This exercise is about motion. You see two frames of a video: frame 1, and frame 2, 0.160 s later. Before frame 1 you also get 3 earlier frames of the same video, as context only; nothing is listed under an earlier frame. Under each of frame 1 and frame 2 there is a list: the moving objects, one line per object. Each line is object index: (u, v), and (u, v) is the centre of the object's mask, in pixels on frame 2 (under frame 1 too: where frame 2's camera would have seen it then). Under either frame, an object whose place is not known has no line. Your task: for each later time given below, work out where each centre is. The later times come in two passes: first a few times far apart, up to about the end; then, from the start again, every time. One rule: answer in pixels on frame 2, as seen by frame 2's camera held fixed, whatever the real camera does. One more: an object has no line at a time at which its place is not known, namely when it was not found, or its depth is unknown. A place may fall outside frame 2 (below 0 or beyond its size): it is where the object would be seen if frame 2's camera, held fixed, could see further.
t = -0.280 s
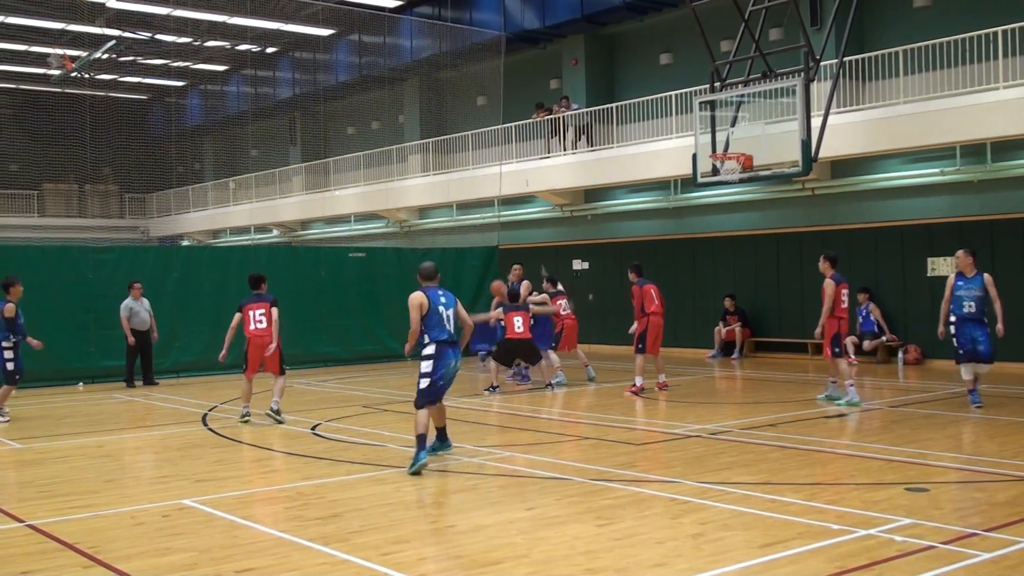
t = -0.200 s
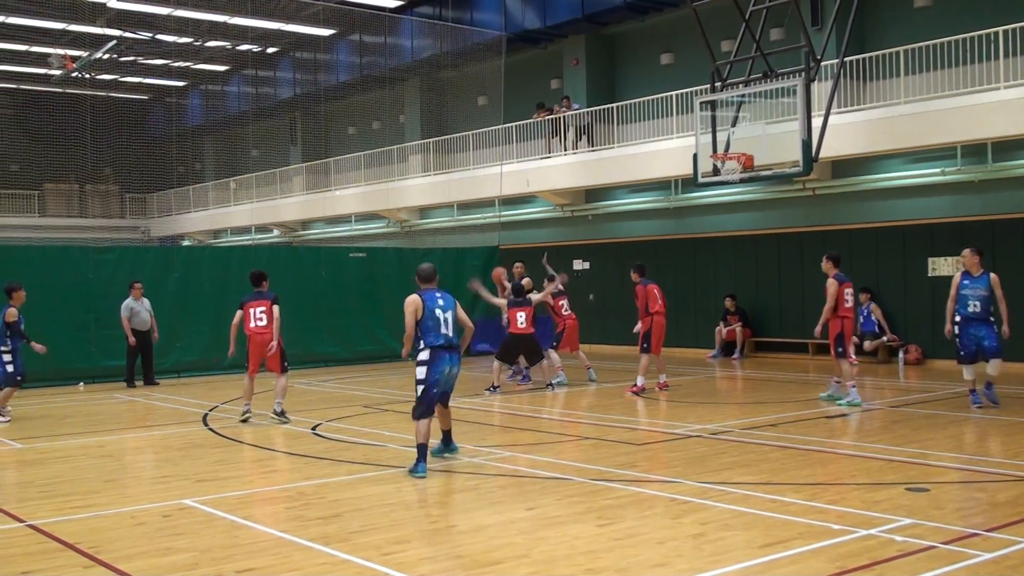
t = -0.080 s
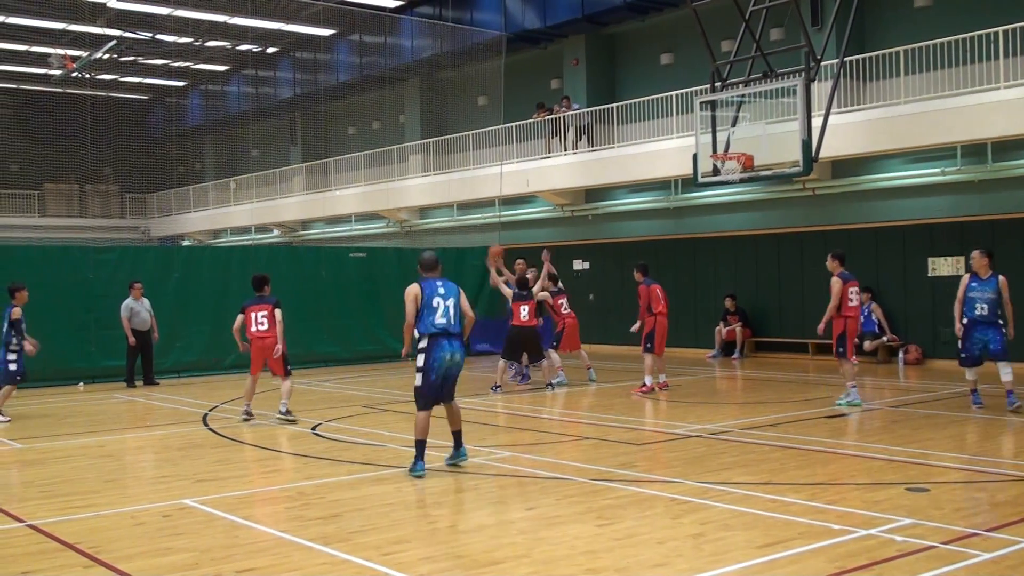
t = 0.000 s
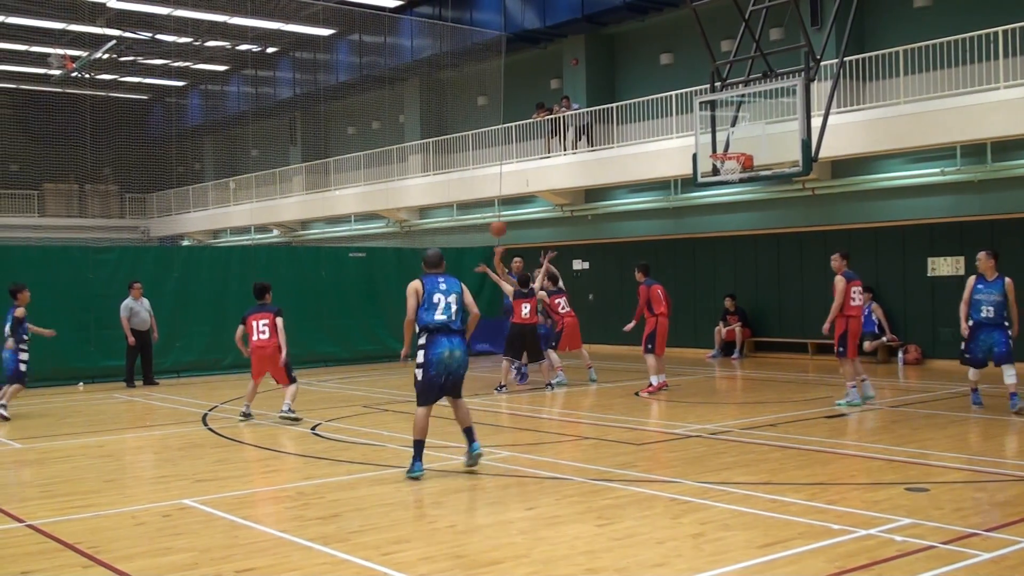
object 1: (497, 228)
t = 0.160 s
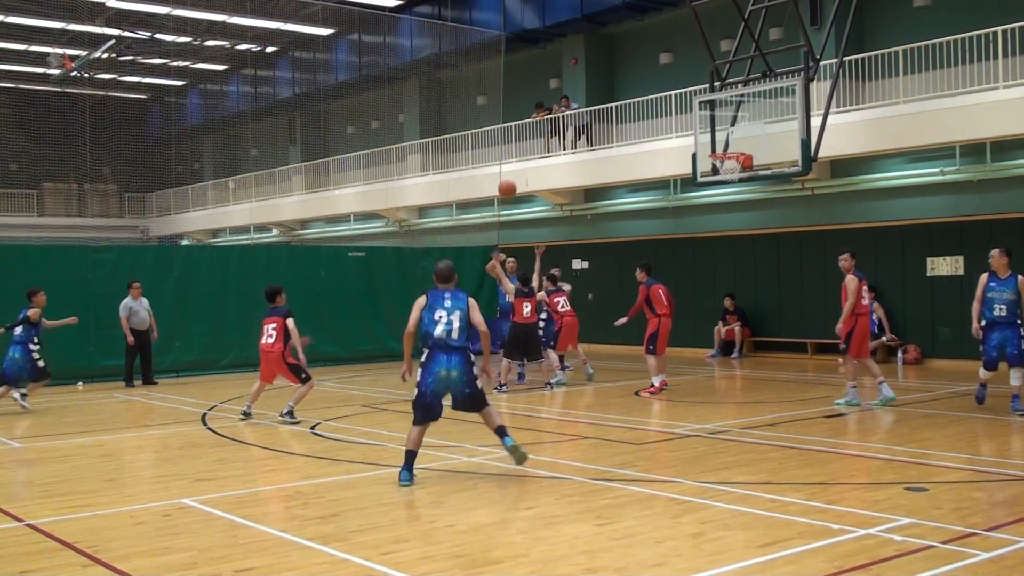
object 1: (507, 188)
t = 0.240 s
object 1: (513, 173)
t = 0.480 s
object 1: (537, 151)
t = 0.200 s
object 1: (510, 180)
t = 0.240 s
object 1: (513, 173)
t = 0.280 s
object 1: (516, 167)
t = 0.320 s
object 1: (520, 162)
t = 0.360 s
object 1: (524, 158)
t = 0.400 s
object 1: (528, 154)
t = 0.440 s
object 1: (532, 152)
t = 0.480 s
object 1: (537, 151)
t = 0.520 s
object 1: (542, 152)
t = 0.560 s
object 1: (547, 153)
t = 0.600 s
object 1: (552, 157)
